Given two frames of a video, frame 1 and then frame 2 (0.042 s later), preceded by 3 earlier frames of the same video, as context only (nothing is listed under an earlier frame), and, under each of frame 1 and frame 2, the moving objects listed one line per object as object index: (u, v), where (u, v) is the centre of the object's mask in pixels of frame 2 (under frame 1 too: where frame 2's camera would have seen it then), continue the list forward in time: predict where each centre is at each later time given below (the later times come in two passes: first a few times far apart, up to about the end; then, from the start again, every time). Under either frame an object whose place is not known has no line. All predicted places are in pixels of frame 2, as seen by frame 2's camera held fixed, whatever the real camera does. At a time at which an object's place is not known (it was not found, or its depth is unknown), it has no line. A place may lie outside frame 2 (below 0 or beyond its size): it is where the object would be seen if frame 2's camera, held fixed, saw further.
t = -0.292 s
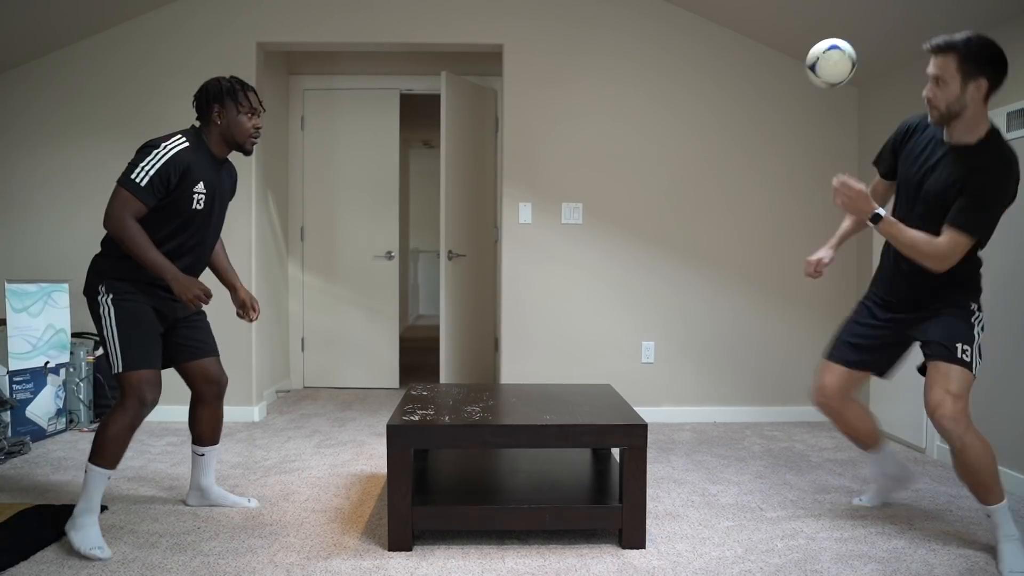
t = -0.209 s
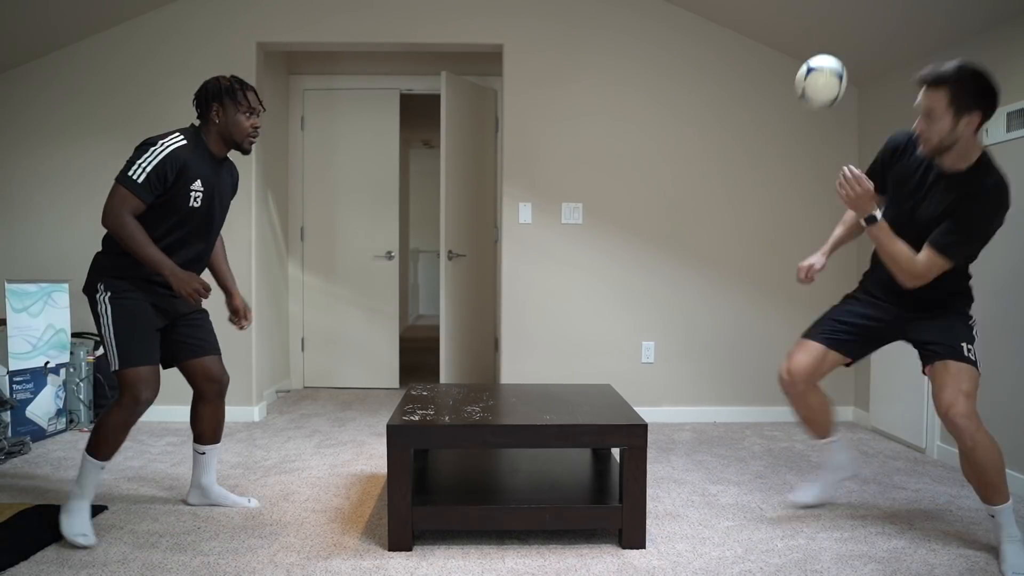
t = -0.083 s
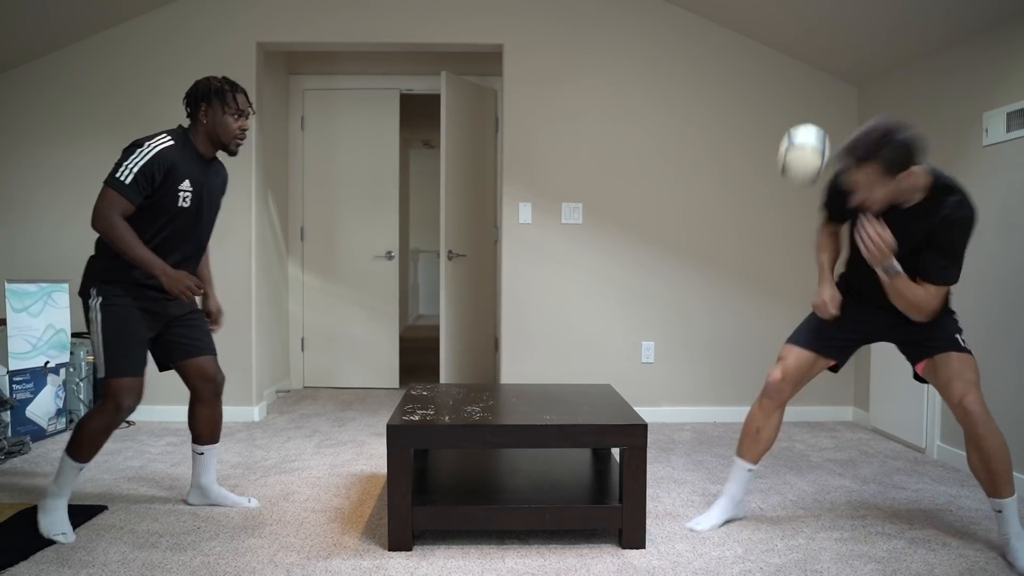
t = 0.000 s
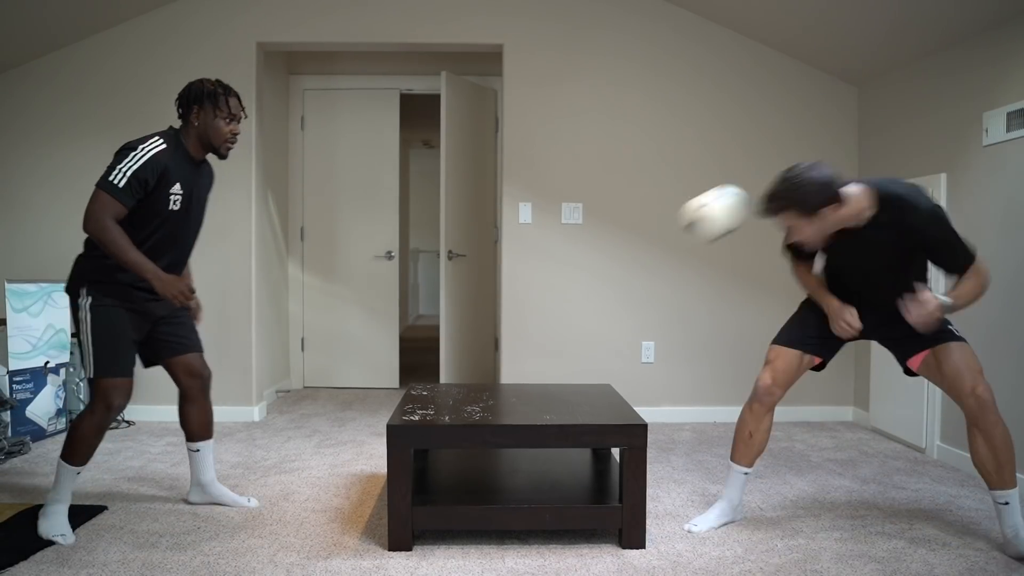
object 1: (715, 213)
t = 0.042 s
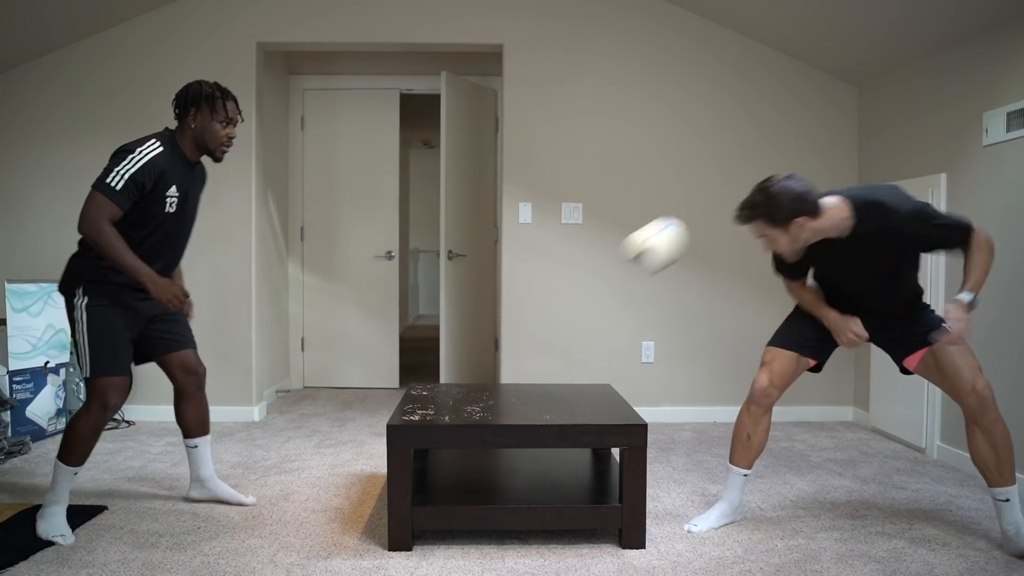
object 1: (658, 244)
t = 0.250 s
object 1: (424, 337)
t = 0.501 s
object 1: (270, 250)
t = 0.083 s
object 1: (600, 281)
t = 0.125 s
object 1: (545, 323)
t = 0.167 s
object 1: (493, 367)
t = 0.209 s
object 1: (453, 371)
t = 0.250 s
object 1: (424, 337)
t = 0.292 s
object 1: (397, 310)
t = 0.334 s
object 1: (371, 288)
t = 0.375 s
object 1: (345, 270)
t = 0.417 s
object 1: (319, 258)
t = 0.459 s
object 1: (294, 252)
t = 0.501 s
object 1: (270, 250)
